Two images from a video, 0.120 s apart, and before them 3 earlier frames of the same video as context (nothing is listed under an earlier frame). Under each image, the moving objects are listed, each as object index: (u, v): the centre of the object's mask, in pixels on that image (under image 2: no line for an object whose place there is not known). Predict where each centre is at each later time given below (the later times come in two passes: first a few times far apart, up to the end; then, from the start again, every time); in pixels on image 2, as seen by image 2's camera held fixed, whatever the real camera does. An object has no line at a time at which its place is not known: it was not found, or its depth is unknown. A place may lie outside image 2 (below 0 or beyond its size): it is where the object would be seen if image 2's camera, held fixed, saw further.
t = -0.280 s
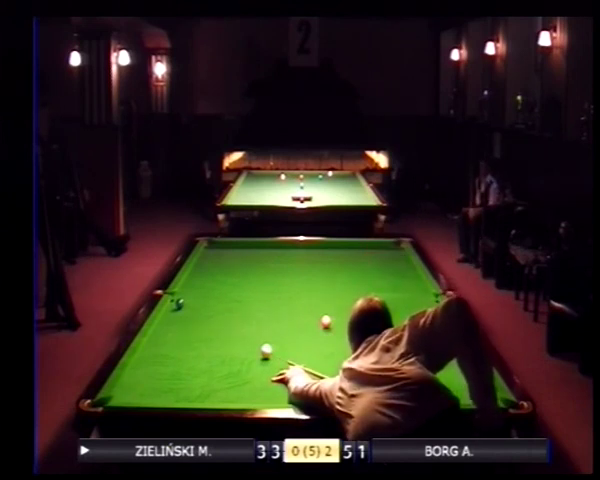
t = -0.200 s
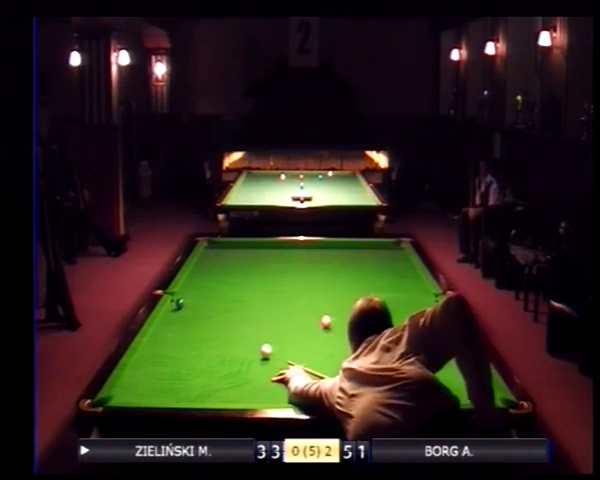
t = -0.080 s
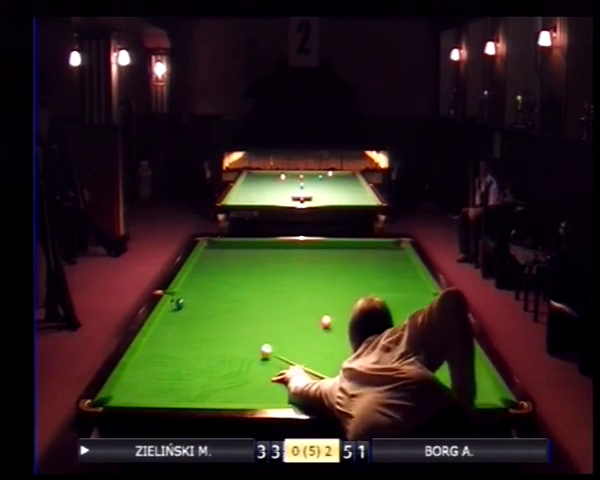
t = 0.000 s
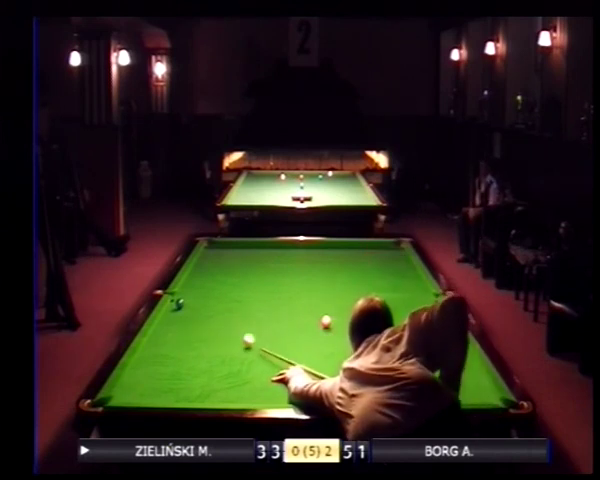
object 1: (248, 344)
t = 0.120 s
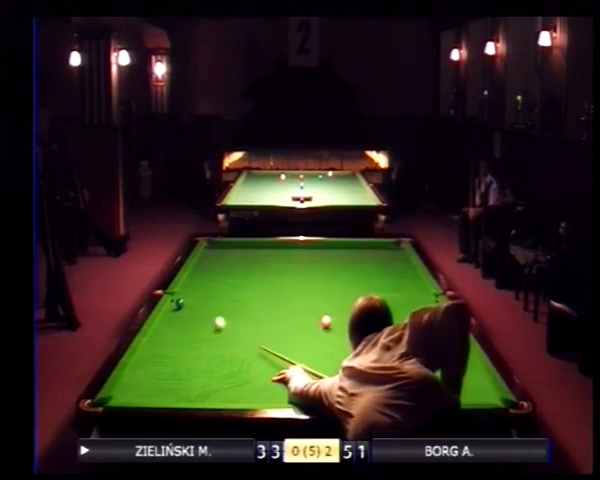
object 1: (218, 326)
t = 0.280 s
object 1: (190, 307)
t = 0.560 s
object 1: (197, 286)
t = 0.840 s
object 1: (203, 268)
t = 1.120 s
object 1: (207, 254)
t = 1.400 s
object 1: (210, 243)
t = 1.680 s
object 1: (210, 242)
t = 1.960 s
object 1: (218, 242)
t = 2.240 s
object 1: (225, 243)
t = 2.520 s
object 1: (232, 242)
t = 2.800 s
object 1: (238, 242)
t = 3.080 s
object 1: (244, 242)
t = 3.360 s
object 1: (249, 242)
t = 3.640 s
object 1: (252, 243)
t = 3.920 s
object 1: (255, 243)
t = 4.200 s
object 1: (258, 243)
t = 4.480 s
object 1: (259, 243)
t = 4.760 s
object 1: (260, 243)
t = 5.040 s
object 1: (261, 243)
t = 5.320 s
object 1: (261, 243)
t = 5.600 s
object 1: (261, 244)
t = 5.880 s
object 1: (261, 244)
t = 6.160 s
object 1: (261, 243)
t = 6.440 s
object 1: (261, 243)
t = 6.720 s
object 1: (261, 244)
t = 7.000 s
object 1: (261, 244)
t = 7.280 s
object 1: (261, 244)
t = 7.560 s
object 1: (261, 244)
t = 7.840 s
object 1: (261, 244)
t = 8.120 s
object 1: (261, 244)
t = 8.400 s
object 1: (261, 244)
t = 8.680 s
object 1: (261, 244)
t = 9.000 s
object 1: (261, 244)
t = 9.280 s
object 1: (261, 244)
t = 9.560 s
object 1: (261, 243)
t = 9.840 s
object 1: (261, 243)
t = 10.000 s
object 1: (261, 243)
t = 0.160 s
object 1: (211, 321)
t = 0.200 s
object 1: (203, 315)
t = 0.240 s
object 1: (196, 311)
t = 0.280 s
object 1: (190, 307)
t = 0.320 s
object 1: (189, 304)
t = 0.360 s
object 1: (191, 301)
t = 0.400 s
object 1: (194, 297)
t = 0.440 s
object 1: (195, 294)
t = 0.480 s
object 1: (195, 291)
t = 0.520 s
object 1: (197, 289)
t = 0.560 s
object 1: (197, 286)
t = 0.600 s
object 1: (198, 282)
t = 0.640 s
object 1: (199, 280)
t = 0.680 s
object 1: (200, 277)
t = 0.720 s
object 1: (201, 275)
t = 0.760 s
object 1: (201, 272)
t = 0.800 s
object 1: (202, 270)
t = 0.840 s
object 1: (203, 268)
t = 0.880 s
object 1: (204, 266)
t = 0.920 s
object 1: (204, 264)
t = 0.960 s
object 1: (205, 262)
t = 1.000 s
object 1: (206, 260)
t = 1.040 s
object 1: (206, 257)
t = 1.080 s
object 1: (206, 256)
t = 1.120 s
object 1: (207, 254)
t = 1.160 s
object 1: (207, 252)
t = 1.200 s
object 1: (208, 251)
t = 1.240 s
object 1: (208, 249)
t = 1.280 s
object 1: (209, 247)
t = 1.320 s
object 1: (210, 246)
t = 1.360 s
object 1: (210, 244)
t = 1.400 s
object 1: (210, 243)
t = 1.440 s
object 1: (210, 241)
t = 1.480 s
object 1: (207, 241)
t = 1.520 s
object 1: (210, 241)
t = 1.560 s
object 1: (210, 241)
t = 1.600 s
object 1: (208, 242)
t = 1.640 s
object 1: (209, 242)
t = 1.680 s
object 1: (210, 242)
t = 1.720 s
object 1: (211, 242)
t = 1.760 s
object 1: (213, 242)
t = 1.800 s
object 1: (214, 242)
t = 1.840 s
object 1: (215, 242)
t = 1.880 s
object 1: (216, 242)
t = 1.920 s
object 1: (217, 242)
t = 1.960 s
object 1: (218, 242)
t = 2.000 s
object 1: (219, 242)
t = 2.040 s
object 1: (220, 242)
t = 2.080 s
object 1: (222, 242)
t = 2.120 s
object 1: (222, 242)
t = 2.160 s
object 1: (224, 242)
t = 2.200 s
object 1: (225, 242)
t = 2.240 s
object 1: (225, 243)
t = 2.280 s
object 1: (227, 242)
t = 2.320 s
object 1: (228, 242)
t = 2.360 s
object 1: (229, 242)
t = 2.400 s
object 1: (229, 242)
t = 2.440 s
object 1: (231, 242)
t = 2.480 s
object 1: (231, 243)
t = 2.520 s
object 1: (232, 242)
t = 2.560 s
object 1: (233, 242)
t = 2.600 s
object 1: (234, 242)
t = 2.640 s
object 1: (235, 243)
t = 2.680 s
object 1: (236, 242)
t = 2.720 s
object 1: (237, 242)
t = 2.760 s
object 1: (237, 242)
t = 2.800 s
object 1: (238, 242)
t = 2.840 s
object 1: (239, 242)
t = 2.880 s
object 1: (240, 242)
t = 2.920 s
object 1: (241, 242)
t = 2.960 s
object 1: (242, 242)
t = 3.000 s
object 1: (242, 242)
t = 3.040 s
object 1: (243, 242)
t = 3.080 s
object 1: (244, 242)
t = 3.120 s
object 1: (244, 242)
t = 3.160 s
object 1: (245, 242)
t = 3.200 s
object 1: (246, 242)
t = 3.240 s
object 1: (247, 242)
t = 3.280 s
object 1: (247, 242)
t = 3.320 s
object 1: (248, 242)
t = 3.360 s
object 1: (249, 242)
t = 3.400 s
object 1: (249, 242)
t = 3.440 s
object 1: (250, 242)
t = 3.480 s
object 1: (250, 243)
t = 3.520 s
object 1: (251, 242)
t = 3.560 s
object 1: (251, 243)
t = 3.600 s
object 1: (252, 242)
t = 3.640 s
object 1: (252, 243)
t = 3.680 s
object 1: (253, 243)
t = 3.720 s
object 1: (253, 243)
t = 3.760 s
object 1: (253, 243)
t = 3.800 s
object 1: (254, 243)
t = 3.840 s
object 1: (254, 243)
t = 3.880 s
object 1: (255, 243)
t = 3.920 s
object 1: (255, 243)
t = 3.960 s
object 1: (256, 243)
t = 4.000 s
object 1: (256, 243)
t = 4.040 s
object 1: (256, 243)
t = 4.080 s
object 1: (257, 243)
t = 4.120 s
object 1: (257, 243)
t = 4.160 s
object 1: (257, 243)
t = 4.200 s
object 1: (258, 243)
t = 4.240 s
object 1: (258, 243)
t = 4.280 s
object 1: (258, 243)
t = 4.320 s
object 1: (259, 243)
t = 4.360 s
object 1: (259, 243)
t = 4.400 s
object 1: (259, 243)
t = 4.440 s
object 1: (259, 243)
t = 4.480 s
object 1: (259, 243)
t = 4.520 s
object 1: (260, 243)
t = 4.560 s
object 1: (260, 243)
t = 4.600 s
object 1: (260, 243)
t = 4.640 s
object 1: (260, 243)
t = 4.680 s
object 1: (260, 243)
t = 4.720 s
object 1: (260, 243)
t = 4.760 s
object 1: (260, 243)
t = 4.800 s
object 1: (261, 243)
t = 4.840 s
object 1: (261, 243)
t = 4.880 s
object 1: (261, 243)
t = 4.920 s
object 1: (261, 243)
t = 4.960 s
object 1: (261, 243)
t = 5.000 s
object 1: (261, 243)
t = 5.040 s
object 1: (261, 243)
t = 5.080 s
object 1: (261, 243)
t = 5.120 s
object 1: (261, 243)
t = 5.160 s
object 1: (261, 243)
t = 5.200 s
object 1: (261, 243)
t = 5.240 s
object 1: (261, 243)
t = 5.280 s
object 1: (261, 243)
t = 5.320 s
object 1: (261, 243)
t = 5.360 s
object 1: (261, 243)
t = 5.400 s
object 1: (261, 243)
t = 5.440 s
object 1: (261, 243)
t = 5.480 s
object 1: (261, 243)
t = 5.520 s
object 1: (261, 243)
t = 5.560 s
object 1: (261, 243)
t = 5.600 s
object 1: (261, 244)
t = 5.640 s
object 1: (261, 244)
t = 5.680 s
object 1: (261, 244)
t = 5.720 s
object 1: (261, 244)
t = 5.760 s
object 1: (261, 244)
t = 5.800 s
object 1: (261, 244)
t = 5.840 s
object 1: (261, 244)
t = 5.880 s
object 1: (261, 244)
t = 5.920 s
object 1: (261, 243)
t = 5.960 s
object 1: (261, 244)
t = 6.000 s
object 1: (261, 244)
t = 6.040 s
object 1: (261, 244)
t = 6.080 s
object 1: (261, 243)
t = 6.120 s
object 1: (261, 244)
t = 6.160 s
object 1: (261, 243)
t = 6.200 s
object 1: (261, 243)
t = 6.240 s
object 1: (261, 243)
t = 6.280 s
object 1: (261, 243)
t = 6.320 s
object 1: (261, 243)
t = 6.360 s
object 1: (261, 243)
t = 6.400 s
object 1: (261, 243)
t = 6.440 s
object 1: (261, 243)
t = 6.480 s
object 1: (261, 244)
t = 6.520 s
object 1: (261, 244)
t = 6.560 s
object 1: (261, 244)
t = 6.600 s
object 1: (261, 244)
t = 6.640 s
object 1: (261, 244)
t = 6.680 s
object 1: (261, 244)
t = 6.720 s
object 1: (261, 244)
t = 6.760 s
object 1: (261, 244)
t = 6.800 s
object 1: (261, 244)
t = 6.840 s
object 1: (261, 244)
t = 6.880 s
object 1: (261, 244)
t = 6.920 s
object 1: (261, 244)
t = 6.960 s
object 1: (261, 244)
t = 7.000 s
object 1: (261, 244)
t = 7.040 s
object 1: (261, 244)
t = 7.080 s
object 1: (261, 244)
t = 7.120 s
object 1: (261, 244)
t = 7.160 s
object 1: (261, 244)
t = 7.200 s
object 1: (261, 244)
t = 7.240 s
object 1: (261, 244)
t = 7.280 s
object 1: (261, 244)
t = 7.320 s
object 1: (261, 244)
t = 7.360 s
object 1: (261, 244)
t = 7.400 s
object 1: (261, 244)
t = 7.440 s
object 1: (261, 244)
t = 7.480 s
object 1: (261, 244)
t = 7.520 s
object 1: (261, 244)
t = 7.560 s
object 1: (261, 244)
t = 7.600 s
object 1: (261, 244)
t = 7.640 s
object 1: (261, 244)
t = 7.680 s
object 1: (261, 244)
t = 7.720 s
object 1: (261, 244)
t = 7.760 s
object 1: (261, 244)
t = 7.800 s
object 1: (261, 244)
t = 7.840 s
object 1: (261, 244)
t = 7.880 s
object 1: (261, 244)
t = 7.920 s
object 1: (261, 244)
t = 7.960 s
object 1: (261, 244)
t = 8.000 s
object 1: (261, 244)
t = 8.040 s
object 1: (261, 244)
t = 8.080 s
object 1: (261, 244)
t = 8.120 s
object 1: (261, 244)
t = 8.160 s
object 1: (261, 244)
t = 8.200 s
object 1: (261, 244)
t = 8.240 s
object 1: (261, 244)
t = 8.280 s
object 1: (261, 244)
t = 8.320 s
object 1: (261, 244)
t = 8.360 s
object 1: (261, 244)
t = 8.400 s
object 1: (261, 244)
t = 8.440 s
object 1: (261, 244)
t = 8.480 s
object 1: (261, 244)
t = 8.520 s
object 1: (261, 244)
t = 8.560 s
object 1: (261, 244)
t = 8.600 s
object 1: (261, 244)
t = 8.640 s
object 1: (261, 244)
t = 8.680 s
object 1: (261, 244)
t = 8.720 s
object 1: (261, 244)
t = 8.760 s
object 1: (261, 244)
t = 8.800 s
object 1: (261, 244)
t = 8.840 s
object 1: (261, 244)
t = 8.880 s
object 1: (261, 244)
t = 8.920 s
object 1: (261, 244)
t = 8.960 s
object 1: (261, 244)
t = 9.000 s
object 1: (261, 244)
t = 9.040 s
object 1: (261, 244)
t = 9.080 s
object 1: (261, 244)
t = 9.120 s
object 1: (261, 244)
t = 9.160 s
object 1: (261, 244)
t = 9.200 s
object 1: (261, 244)
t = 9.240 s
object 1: (261, 244)
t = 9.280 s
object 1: (261, 244)
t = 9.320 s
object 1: (261, 244)
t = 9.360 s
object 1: (261, 244)
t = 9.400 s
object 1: (261, 243)
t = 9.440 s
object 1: (261, 243)
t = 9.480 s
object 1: (261, 243)
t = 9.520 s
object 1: (261, 243)
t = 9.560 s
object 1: (261, 243)
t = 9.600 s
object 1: (261, 243)
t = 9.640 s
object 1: (261, 243)
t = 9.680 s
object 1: (261, 243)
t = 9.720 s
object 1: (261, 243)
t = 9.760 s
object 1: (261, 243)
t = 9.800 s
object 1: (261, 243)
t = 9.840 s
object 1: (261, 243)
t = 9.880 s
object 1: (261, 243)
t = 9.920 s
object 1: (261, 243)
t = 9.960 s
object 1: (261, 243)
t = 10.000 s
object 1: (261, 243)
